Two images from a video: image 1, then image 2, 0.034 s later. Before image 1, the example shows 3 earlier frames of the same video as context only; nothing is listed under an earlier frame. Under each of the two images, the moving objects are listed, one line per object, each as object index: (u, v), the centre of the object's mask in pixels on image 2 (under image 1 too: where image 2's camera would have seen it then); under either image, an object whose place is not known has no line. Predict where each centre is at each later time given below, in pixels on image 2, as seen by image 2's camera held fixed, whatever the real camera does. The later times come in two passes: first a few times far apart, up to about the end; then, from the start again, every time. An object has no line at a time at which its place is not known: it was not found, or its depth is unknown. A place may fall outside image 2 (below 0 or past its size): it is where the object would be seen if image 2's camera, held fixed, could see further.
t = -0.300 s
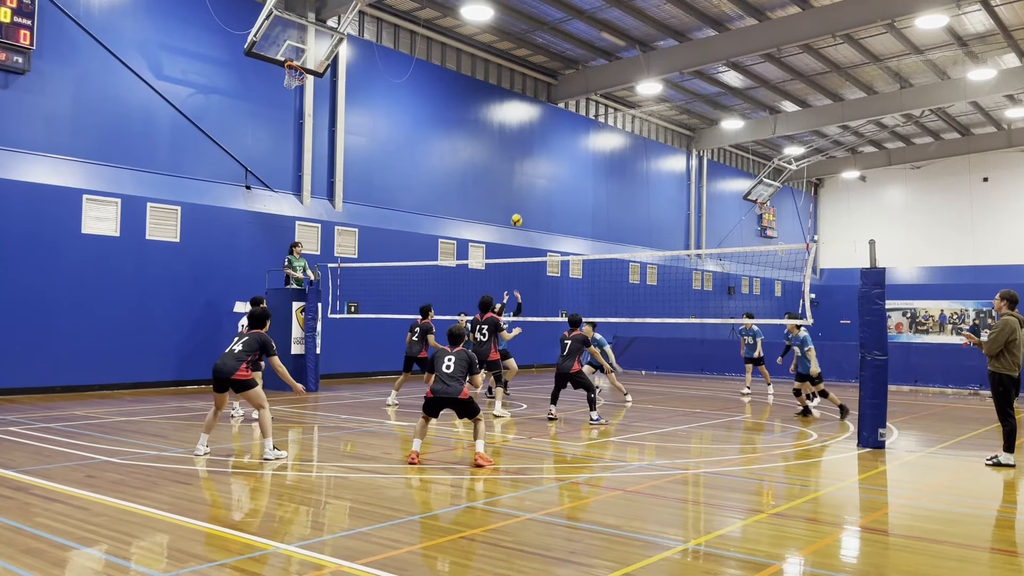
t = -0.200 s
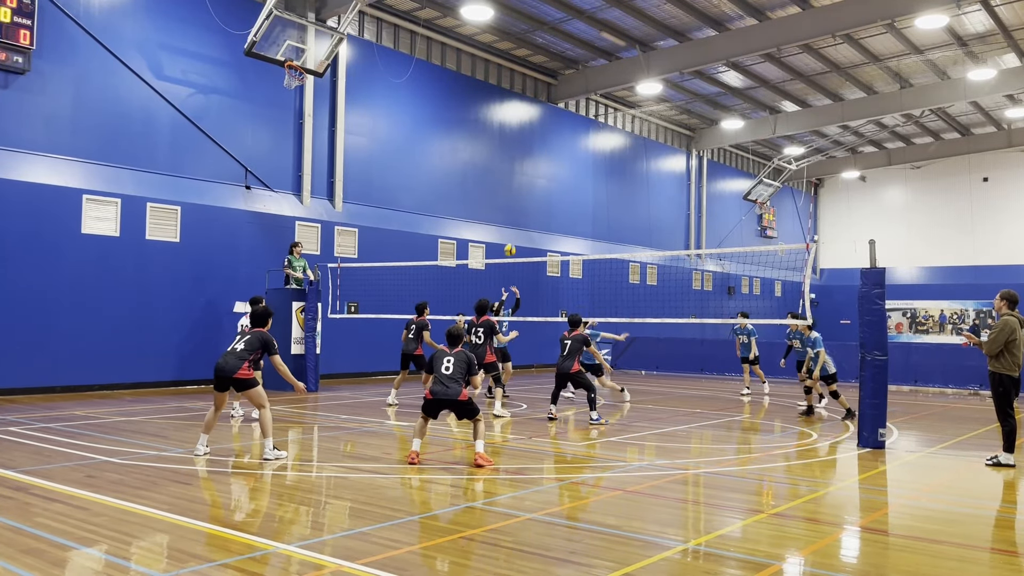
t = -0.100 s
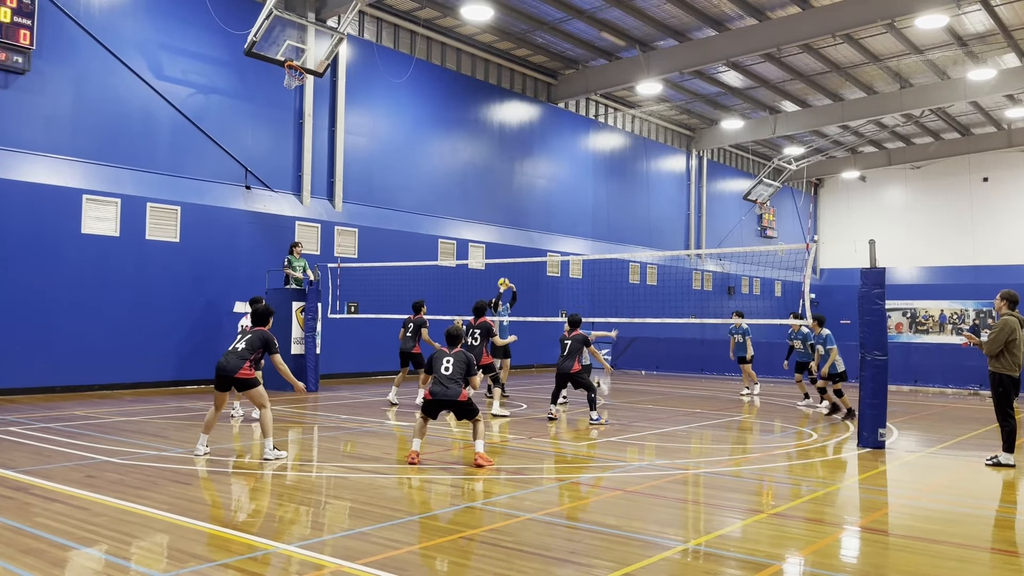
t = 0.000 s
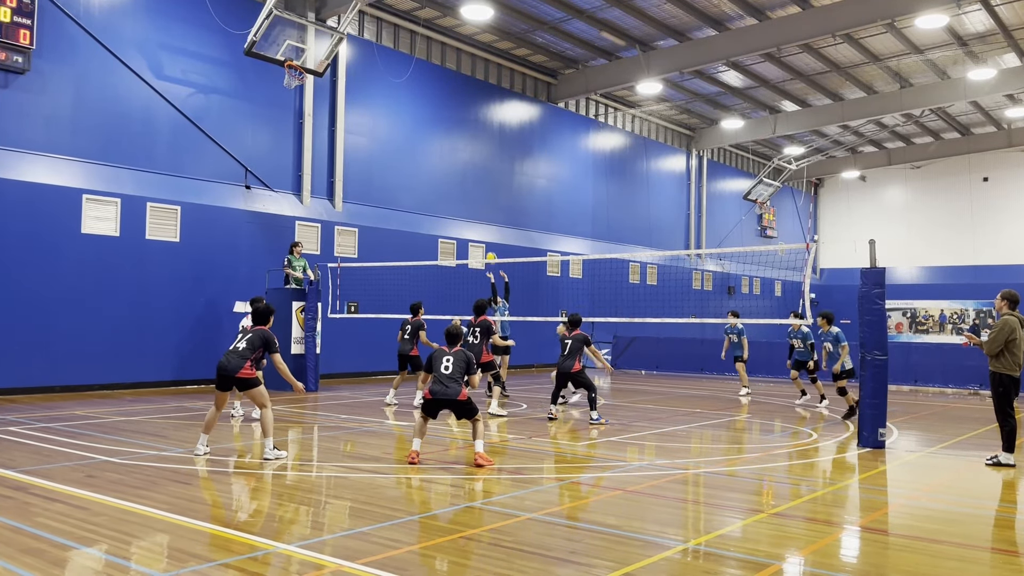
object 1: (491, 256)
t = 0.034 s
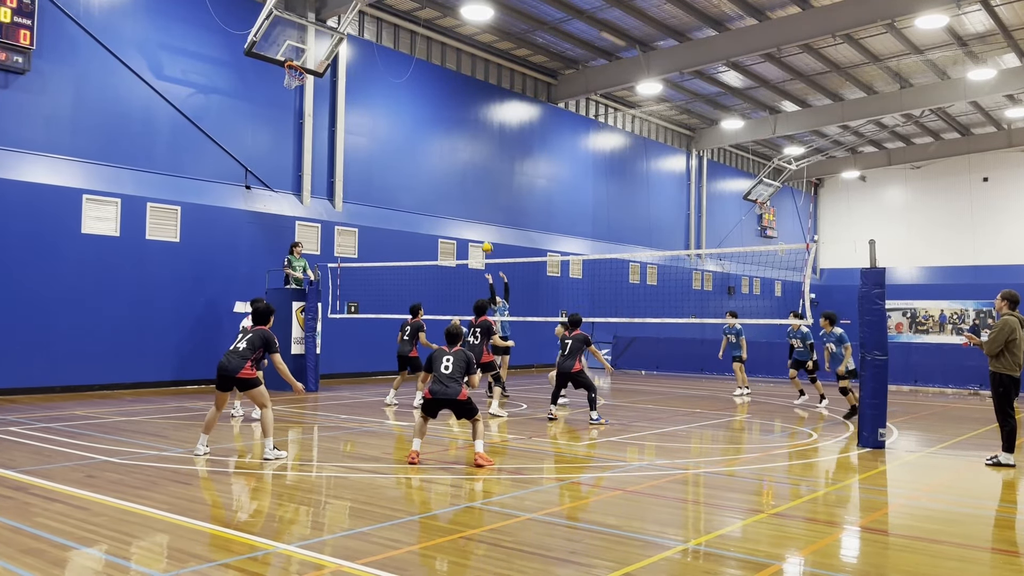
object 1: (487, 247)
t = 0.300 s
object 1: (455, 185)
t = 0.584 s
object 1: (422, 160)
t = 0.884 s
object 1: (391, 178)
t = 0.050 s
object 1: (485, 243)
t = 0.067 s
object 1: (483, 237)
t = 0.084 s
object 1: (481, 232)
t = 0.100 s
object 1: (479, 228)
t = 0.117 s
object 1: (477, 223)
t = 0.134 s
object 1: (474, 218)
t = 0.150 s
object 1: (472, 214)
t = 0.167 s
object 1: (471, 210)
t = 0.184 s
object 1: (469, 207)
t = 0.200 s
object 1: (466, 203)
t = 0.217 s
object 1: (465, 199)
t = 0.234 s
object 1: (463, 196)
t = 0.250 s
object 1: (461, 193)
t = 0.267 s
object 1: (459, 190)
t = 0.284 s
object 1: (457, 187)
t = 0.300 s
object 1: (455, 185)
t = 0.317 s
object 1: (453, 182)
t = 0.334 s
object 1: (451, 180)
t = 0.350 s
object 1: (449, 177)
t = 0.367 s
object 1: (447, 175)
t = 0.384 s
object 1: (445, 173)
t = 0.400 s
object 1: (443, 171)
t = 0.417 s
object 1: (441, 170)
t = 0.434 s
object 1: (439, 168)
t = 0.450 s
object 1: (437, 167)
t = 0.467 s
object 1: (435, 165)
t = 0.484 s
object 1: (433, 164)
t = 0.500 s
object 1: (432, 164)
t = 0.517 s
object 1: (430, 163)
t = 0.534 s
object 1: (428, 162)
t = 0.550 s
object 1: (426, 161)
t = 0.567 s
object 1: (424, 161)
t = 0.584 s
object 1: (422, 160)
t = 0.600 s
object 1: (420, 160)
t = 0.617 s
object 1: (419, 160)
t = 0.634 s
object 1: (417, 160)
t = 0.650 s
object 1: (415, 161)
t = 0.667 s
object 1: (414, 161)
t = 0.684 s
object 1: (412, 162)
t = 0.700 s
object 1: (410, 162)
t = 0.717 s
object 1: (408, 163)
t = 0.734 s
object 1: (406, 164)
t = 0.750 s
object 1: (404, 165)
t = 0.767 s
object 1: (403, 166)
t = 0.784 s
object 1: (401, 168)
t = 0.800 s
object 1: (399, 169)
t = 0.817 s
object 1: (397, 171)
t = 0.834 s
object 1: (396, 172)
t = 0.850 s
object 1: (394, 174)
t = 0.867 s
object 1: (393, 176)
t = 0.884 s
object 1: (391, 178)
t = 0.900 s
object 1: (389, 180)
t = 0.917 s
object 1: (387, 182)
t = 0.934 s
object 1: (385, 185)
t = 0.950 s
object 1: (384, 188)
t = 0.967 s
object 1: (382, 190)
